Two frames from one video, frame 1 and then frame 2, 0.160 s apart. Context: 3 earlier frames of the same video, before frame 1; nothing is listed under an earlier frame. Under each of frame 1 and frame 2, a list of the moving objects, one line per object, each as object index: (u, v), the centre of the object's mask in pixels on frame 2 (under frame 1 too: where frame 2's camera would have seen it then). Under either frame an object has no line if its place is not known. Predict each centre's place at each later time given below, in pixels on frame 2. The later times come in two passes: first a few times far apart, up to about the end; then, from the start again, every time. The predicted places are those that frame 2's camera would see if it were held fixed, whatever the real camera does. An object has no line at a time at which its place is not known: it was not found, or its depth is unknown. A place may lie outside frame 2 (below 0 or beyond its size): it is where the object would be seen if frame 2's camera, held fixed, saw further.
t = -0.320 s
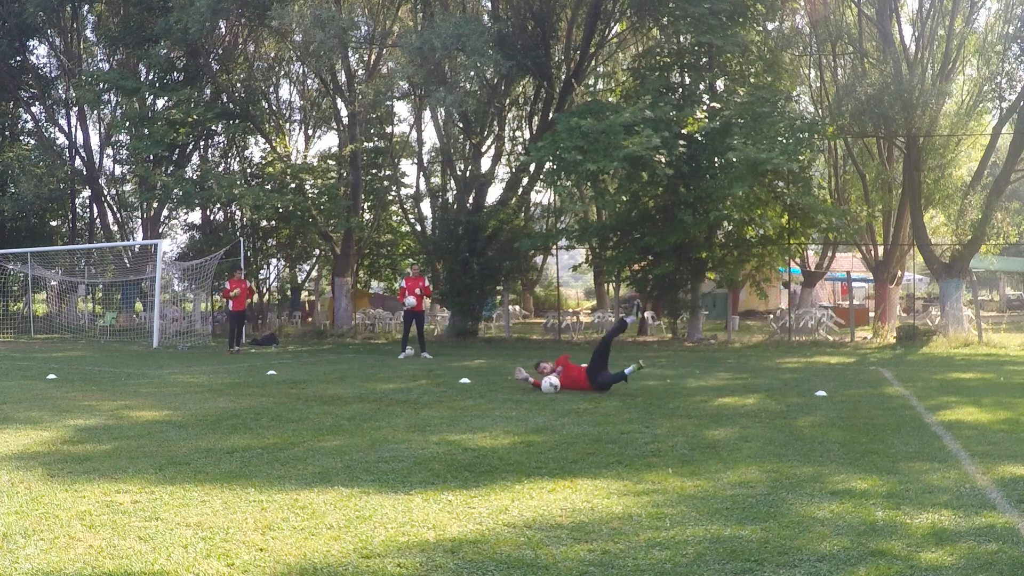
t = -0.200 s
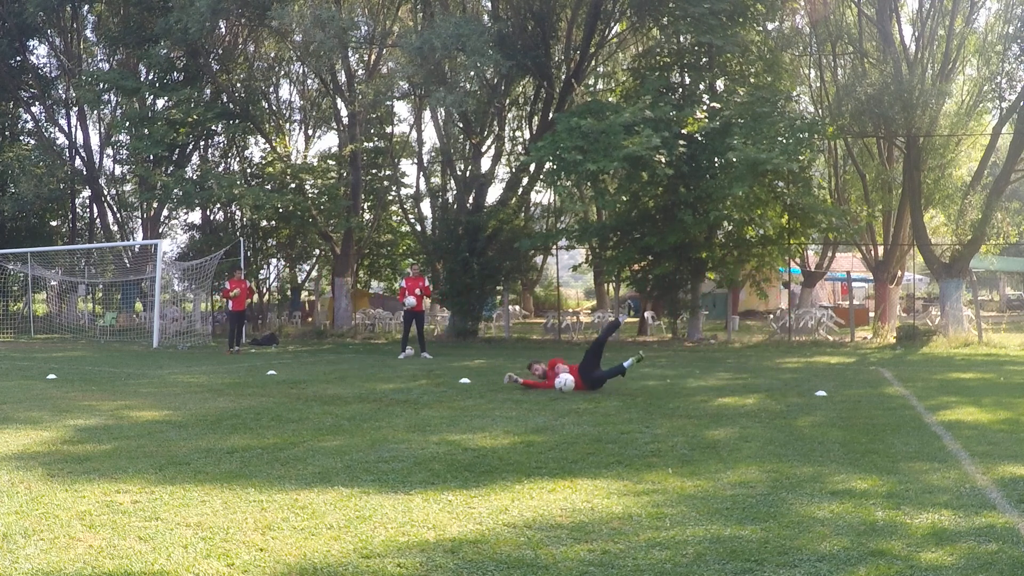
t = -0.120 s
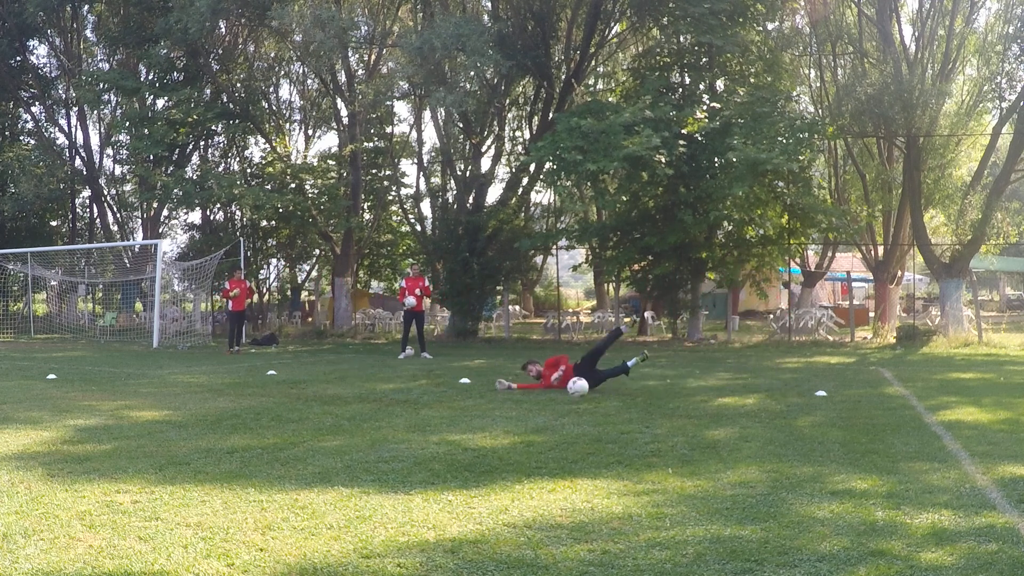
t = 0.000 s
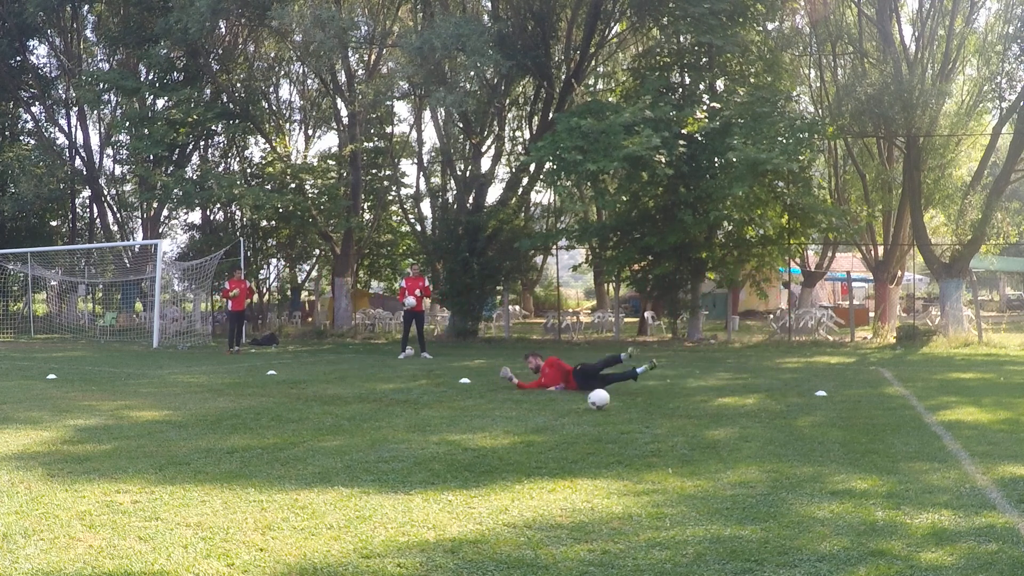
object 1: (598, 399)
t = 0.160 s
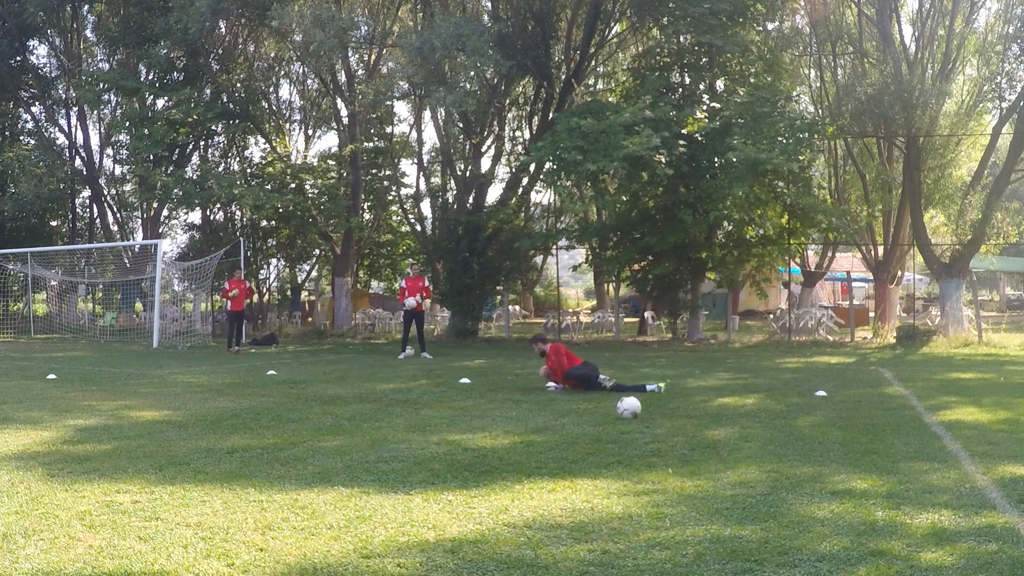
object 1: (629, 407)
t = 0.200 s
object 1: (635, 407)
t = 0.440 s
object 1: (680, 415)
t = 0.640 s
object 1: (721, 425)
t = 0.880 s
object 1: (773, 440)
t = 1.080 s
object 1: (823, 452)
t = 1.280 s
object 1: (877, 466)
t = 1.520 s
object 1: (946, 480)
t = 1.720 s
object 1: (1005, 496)
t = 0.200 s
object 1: (635, 407)
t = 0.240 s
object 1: (642, 408)
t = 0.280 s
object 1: (649, 411)
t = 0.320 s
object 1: (657, 414)
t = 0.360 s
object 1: (665, 415)
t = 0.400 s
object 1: (672, 415)
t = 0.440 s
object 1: (680, 415)
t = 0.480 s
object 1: (688, 418)
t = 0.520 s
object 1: (696, 422)
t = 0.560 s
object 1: (705, 425)
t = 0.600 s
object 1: (713, 425)
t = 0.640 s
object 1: (721, 425)
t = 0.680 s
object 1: (729, 427)
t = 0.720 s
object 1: (738, 431)
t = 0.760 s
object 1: (747, 436)
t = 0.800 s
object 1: (756, 436)
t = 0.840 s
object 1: (765, 437)
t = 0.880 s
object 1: (773, 440)
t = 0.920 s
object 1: (783, 444)
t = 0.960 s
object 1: (793, 446)
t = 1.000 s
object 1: (803, 448)
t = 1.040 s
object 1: (813, 451)
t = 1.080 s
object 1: (823, 452)
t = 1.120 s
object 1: (832, 454)
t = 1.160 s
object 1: (843, 457)
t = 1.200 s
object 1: (854, 461)
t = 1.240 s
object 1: (865, 463)
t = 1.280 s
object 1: (877, 466)
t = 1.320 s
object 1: (889, 468)
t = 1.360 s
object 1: (899, 471)
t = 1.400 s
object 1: (911, 473)
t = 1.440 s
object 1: (922, 476)
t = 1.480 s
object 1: (933, 479)
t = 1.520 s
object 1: (946, 480)
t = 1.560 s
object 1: (957, 483)
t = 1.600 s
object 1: (969, 487)
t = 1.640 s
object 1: (982, 492)
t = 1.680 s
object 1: (994, 494)
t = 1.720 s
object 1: (1005, 496)
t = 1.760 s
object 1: (1012, 498)
